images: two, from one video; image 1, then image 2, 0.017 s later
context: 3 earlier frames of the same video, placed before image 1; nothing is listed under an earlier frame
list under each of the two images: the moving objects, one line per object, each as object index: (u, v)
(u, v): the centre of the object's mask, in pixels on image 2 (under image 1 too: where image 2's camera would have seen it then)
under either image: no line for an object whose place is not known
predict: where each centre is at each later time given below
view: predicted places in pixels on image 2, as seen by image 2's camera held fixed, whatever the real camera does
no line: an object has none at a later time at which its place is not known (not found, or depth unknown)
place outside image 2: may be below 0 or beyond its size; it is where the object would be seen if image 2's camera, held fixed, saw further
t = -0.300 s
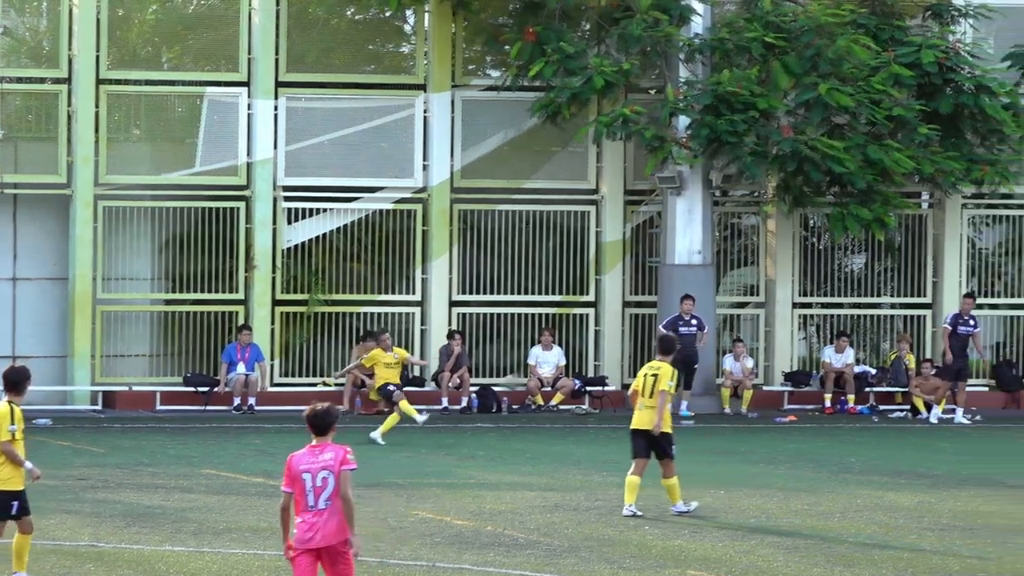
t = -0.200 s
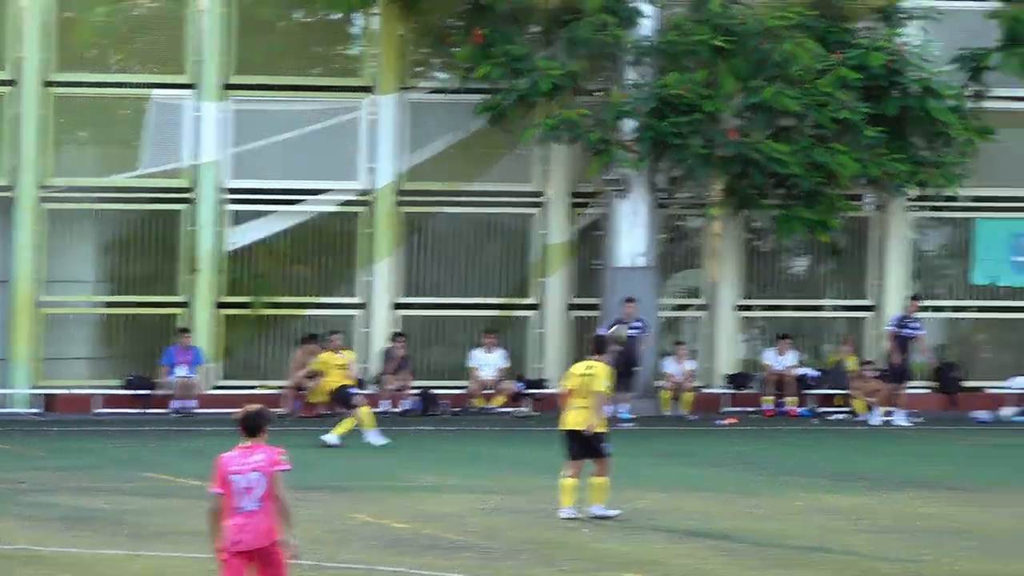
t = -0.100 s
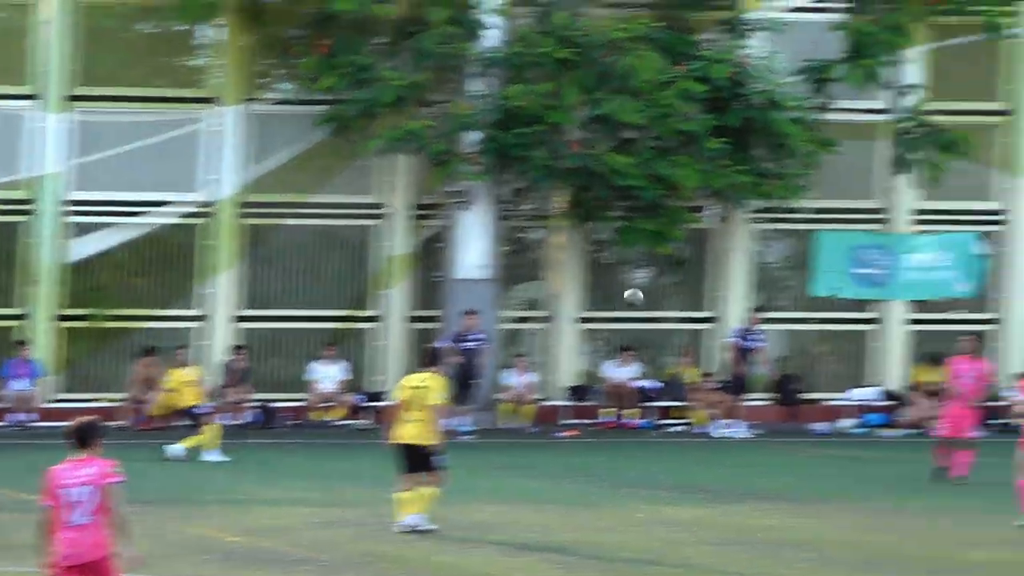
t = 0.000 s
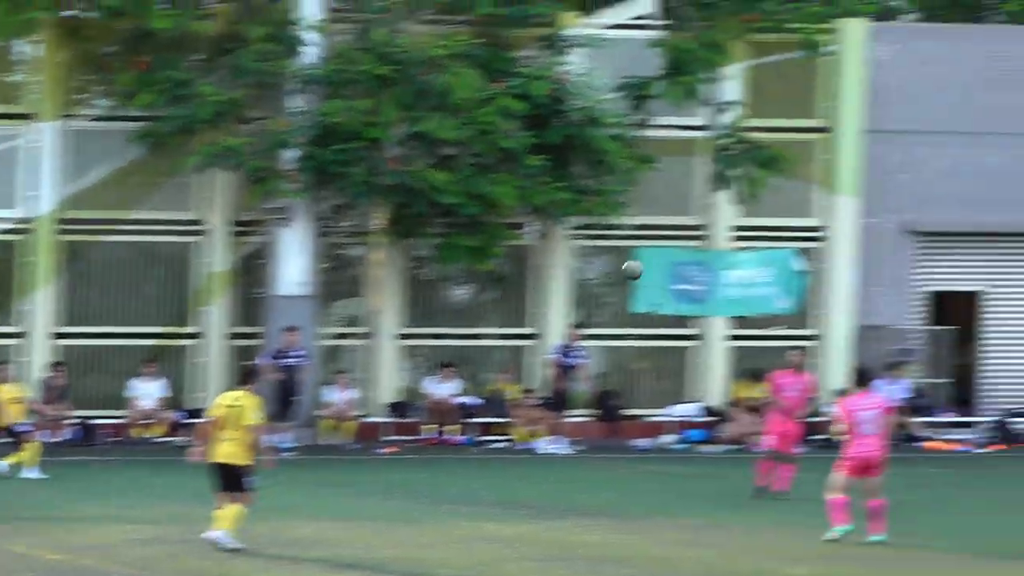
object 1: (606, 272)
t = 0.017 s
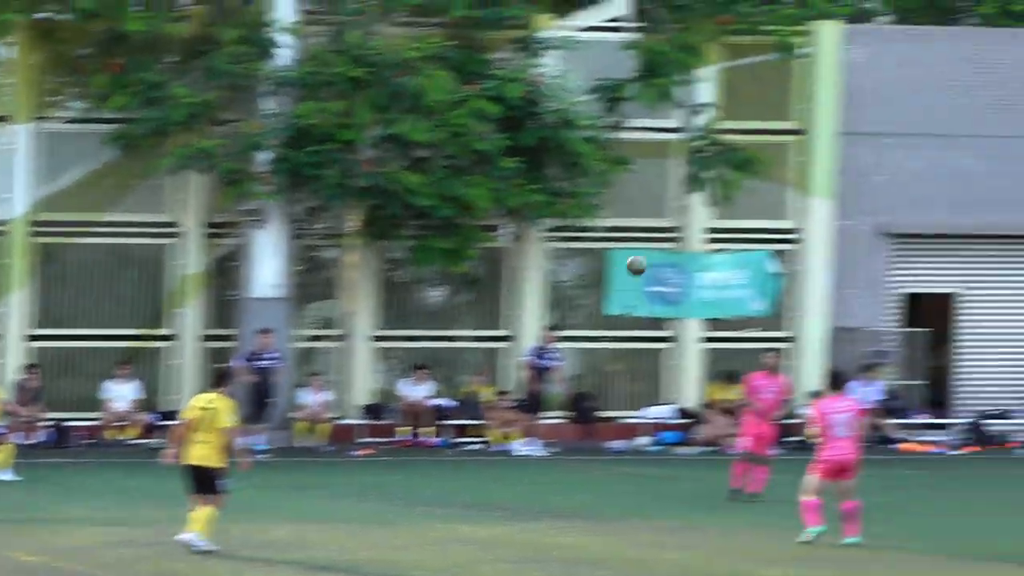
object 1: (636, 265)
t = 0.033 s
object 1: (665, 259)
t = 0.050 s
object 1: (695, 252)
